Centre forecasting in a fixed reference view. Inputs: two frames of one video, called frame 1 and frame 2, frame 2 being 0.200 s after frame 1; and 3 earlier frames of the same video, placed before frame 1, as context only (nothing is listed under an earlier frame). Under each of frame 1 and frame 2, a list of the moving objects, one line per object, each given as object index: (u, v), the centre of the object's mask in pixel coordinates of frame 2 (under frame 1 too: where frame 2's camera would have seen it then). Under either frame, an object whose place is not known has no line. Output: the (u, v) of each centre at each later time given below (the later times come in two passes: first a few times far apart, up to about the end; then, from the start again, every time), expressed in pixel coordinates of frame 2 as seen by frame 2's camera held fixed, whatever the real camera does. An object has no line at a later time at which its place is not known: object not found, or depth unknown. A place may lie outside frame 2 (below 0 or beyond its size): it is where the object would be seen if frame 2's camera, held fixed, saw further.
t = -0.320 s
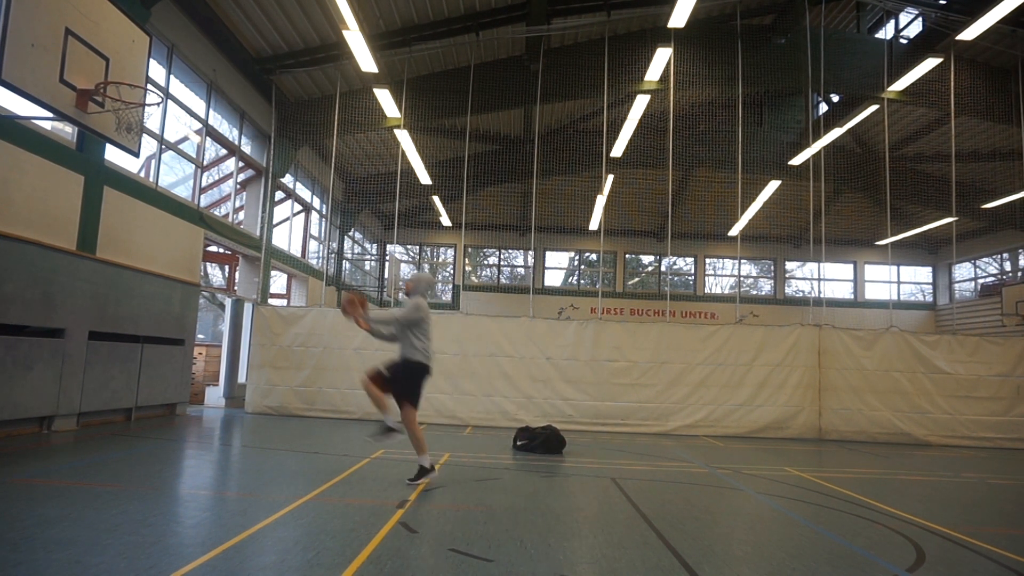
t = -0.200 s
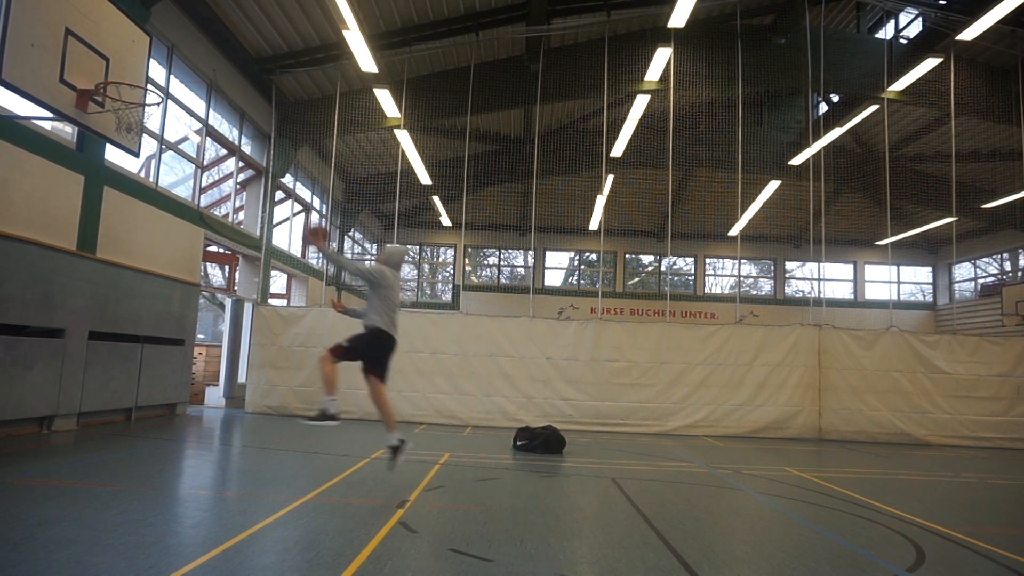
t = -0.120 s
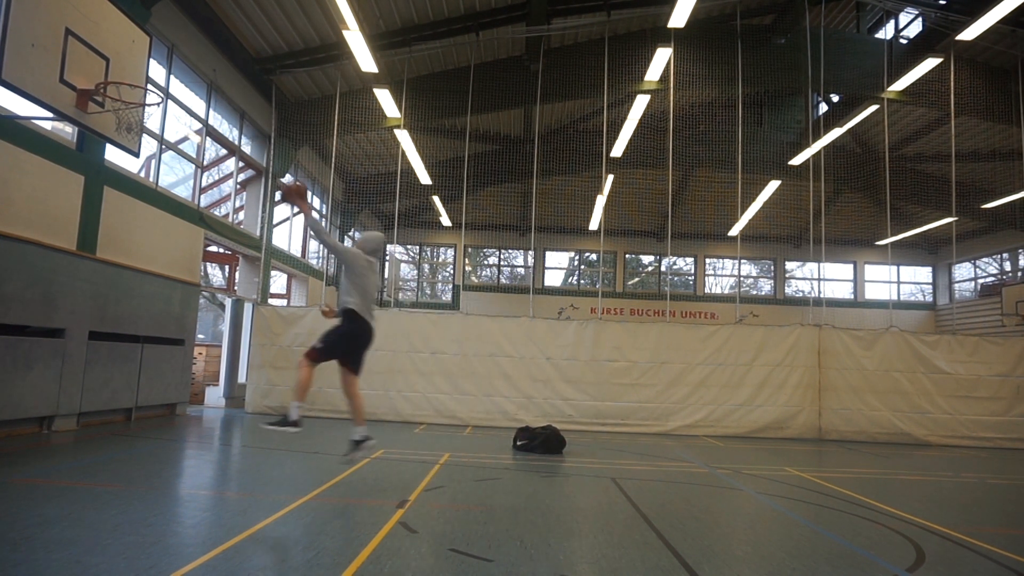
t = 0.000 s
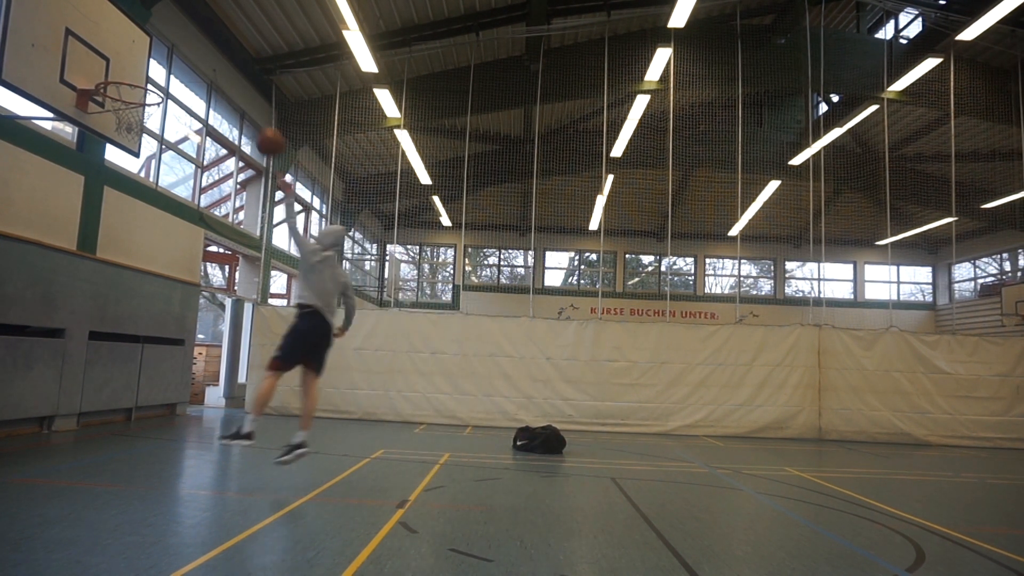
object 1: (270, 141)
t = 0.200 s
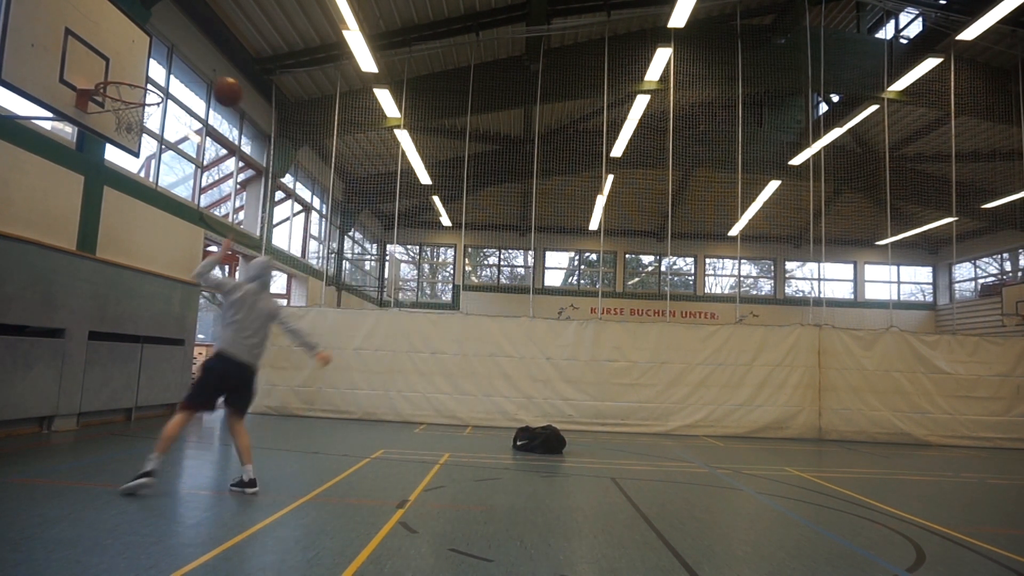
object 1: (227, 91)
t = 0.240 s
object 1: (218, 86)
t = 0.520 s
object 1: (169, 77)
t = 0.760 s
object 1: (158, 81)
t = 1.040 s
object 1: (124, 113)
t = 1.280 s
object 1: (129, 119)
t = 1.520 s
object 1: (138, 144)
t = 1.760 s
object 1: (136, 234)
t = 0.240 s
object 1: (218, 86)
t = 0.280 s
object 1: (209, 83)
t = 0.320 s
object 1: (200, 82)
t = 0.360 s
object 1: (190, 82)
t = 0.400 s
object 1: (180, 84)
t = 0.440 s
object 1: (171, 86)
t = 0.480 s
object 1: (170, 81)
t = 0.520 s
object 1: (169, 77)
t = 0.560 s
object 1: (168, 76)
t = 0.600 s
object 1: (167, 75)
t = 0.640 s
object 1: (165, 77)
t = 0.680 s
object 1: (164, 81)
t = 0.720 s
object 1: (161, 84)
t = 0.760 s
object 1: (158, 81)
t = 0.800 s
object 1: (154, 79)
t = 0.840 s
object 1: (149, 81)
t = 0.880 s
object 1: (144, 84)
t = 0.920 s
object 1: (140, 87)
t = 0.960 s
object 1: (134, 94)
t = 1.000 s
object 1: (129, 101)
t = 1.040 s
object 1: (124, 113)
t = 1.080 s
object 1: (122, 114)
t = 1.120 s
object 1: (122, 113)
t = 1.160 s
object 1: (123, 113)
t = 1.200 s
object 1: (125, 114)
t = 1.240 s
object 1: (127, 117)
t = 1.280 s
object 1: (129, 119)
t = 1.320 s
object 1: (132, 122)
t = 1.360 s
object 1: (134, 124)
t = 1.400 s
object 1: (135, 127)
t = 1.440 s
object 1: (137, 131)
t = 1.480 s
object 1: (137, 137)
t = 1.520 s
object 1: (138, 144)
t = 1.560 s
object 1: (138, 155)
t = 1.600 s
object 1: (138, 167)
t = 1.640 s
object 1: (138, 182)
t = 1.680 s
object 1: (137, 196)
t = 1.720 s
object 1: (137, 213)
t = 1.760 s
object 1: (136, 234)
